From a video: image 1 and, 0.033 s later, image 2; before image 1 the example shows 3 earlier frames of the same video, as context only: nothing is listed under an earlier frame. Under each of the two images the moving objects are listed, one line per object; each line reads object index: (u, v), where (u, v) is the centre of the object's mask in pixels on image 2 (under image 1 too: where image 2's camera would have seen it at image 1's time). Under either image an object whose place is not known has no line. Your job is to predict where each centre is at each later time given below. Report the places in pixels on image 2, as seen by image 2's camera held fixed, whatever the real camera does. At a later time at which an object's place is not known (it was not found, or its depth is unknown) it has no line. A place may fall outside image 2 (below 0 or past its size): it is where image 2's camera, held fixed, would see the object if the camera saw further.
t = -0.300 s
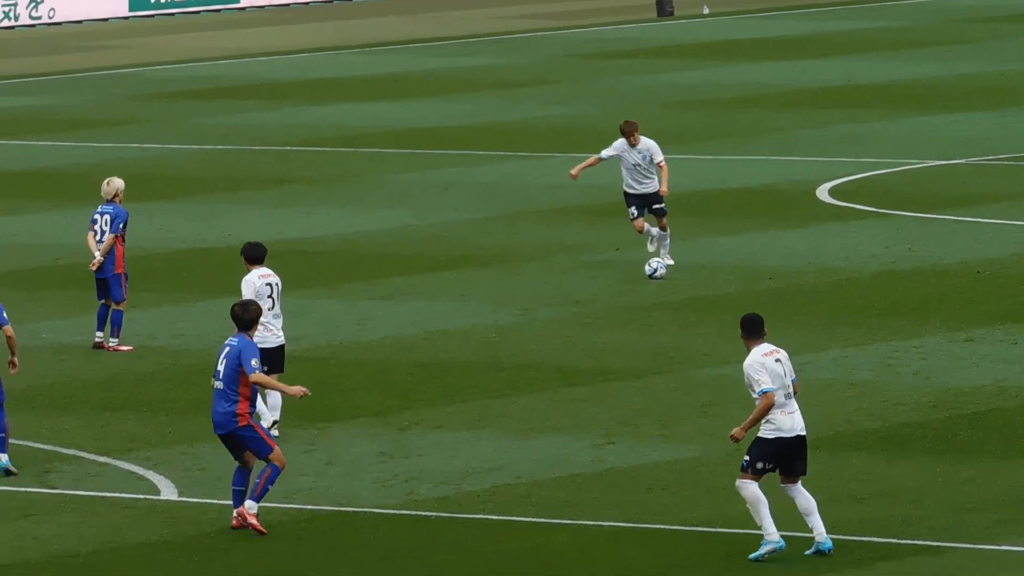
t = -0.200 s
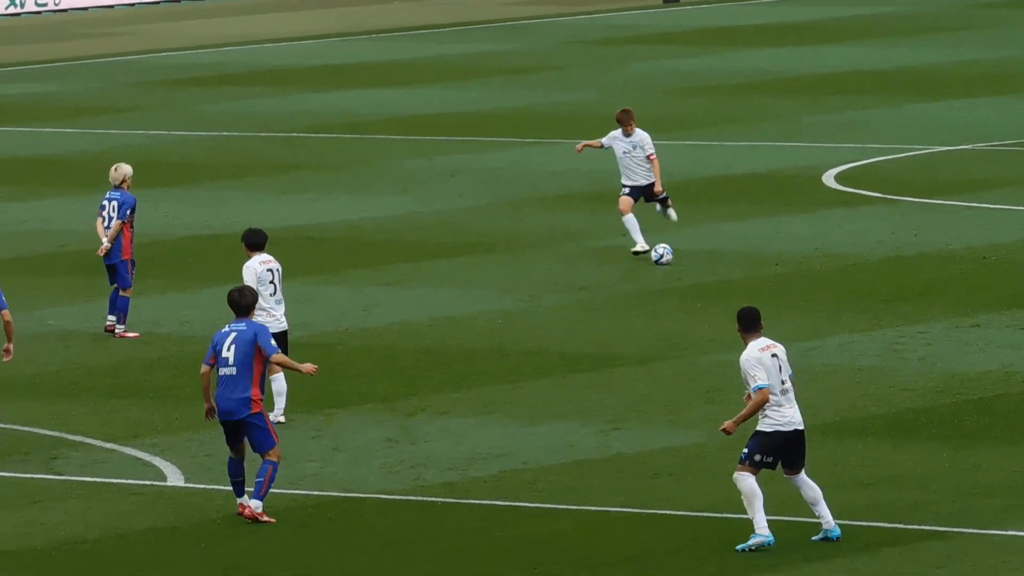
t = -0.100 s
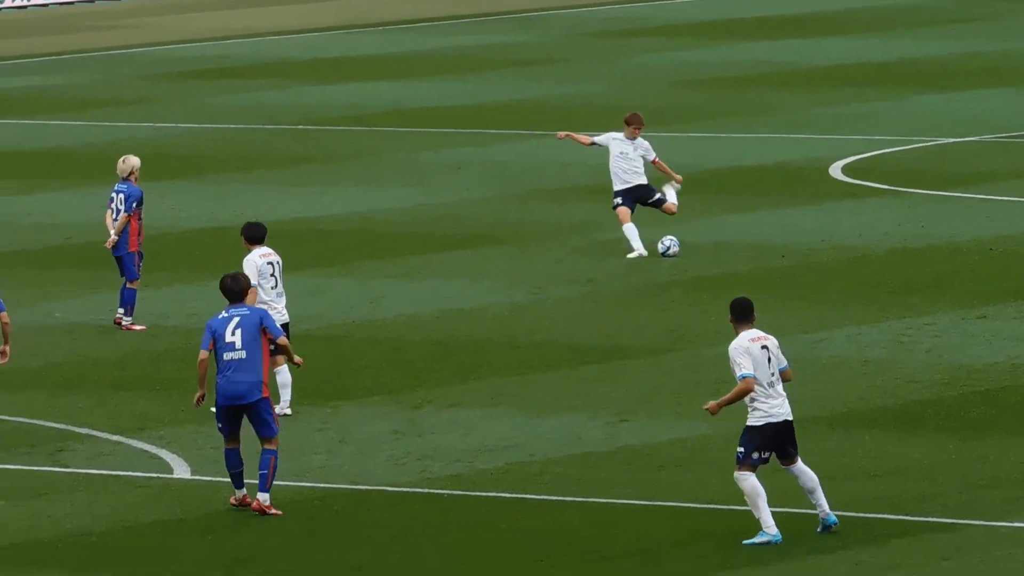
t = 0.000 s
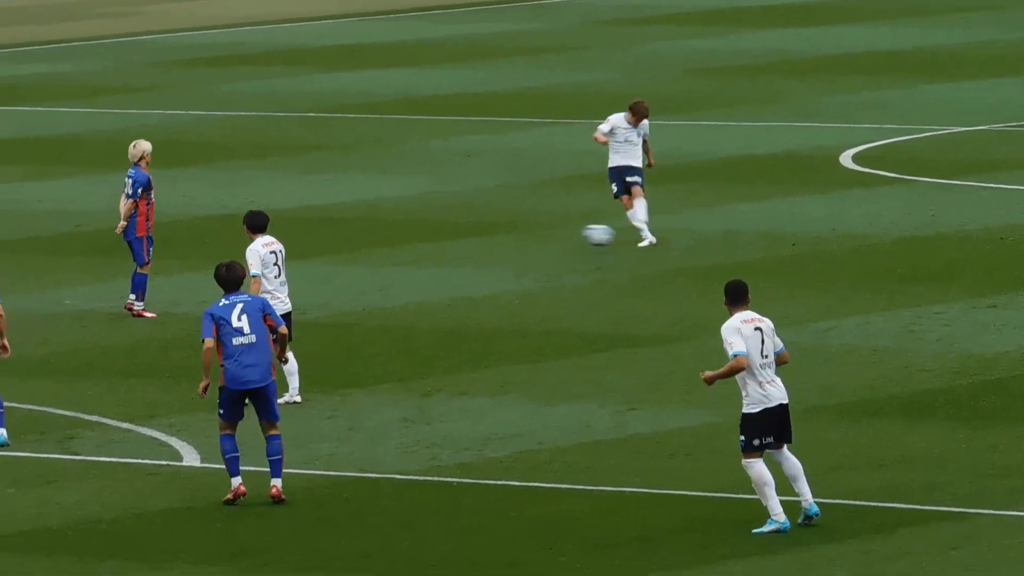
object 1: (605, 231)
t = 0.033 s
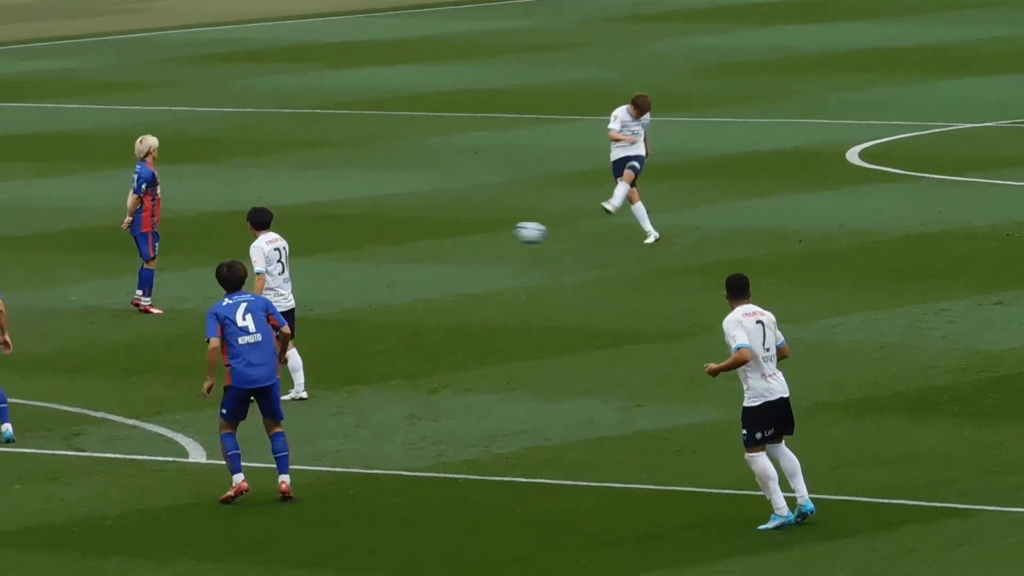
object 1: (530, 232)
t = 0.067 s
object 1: (456, 234)
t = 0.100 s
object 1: (381, 237)
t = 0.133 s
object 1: (305, 242)
